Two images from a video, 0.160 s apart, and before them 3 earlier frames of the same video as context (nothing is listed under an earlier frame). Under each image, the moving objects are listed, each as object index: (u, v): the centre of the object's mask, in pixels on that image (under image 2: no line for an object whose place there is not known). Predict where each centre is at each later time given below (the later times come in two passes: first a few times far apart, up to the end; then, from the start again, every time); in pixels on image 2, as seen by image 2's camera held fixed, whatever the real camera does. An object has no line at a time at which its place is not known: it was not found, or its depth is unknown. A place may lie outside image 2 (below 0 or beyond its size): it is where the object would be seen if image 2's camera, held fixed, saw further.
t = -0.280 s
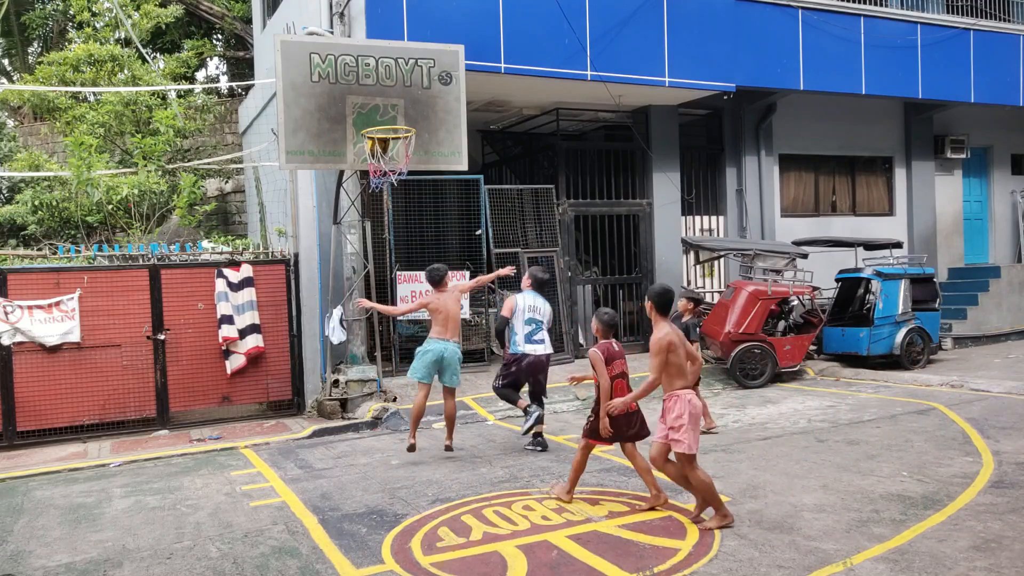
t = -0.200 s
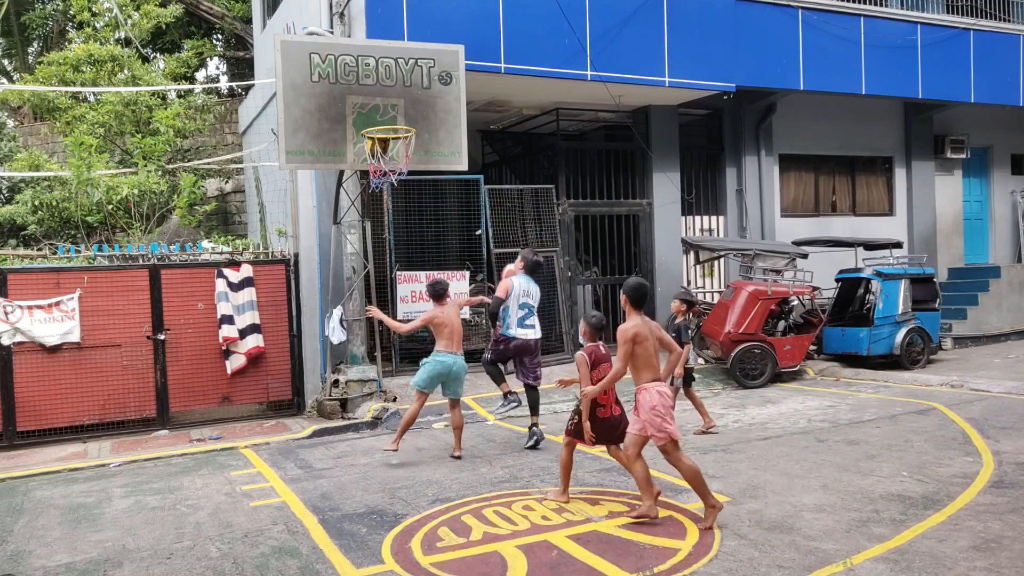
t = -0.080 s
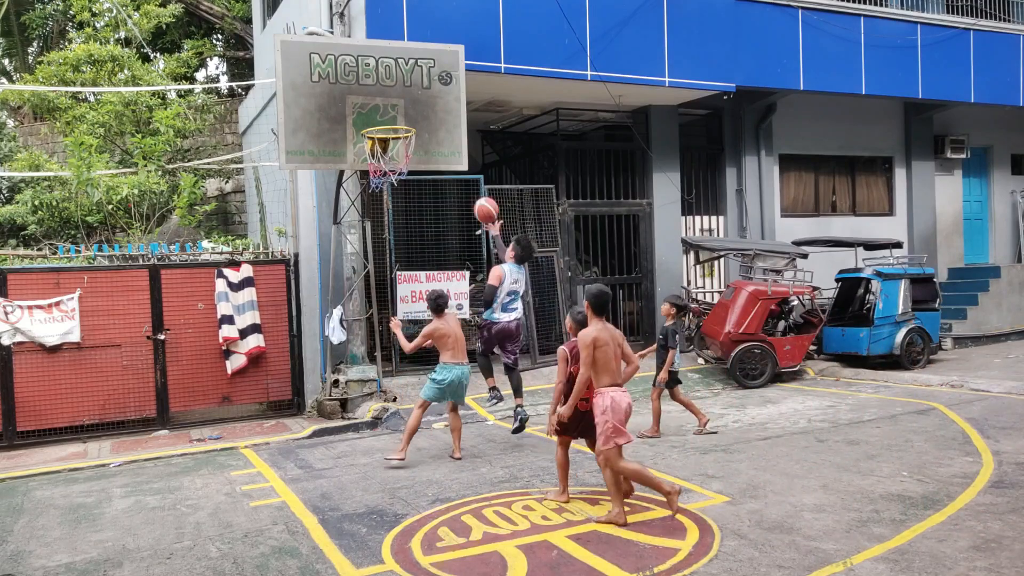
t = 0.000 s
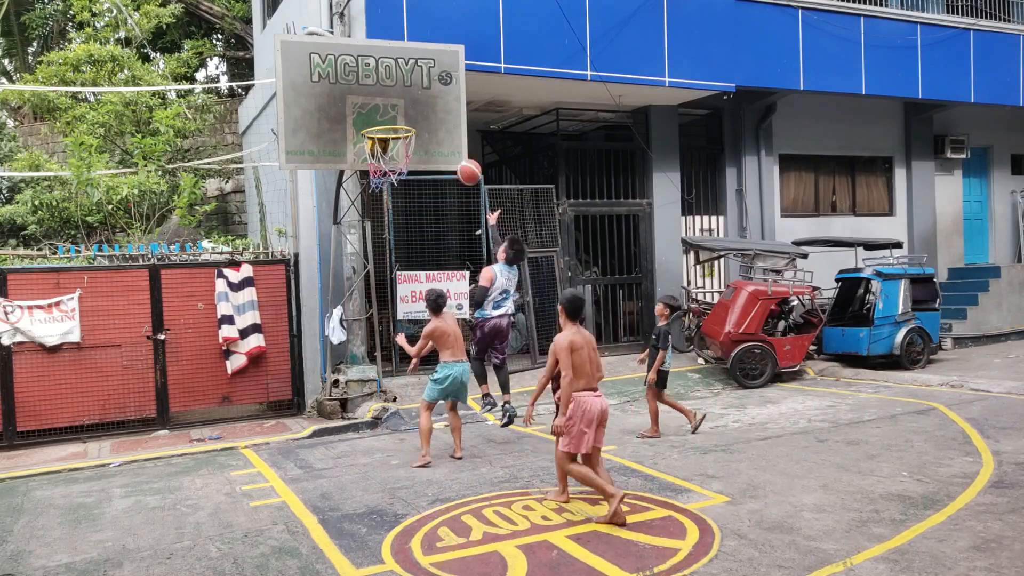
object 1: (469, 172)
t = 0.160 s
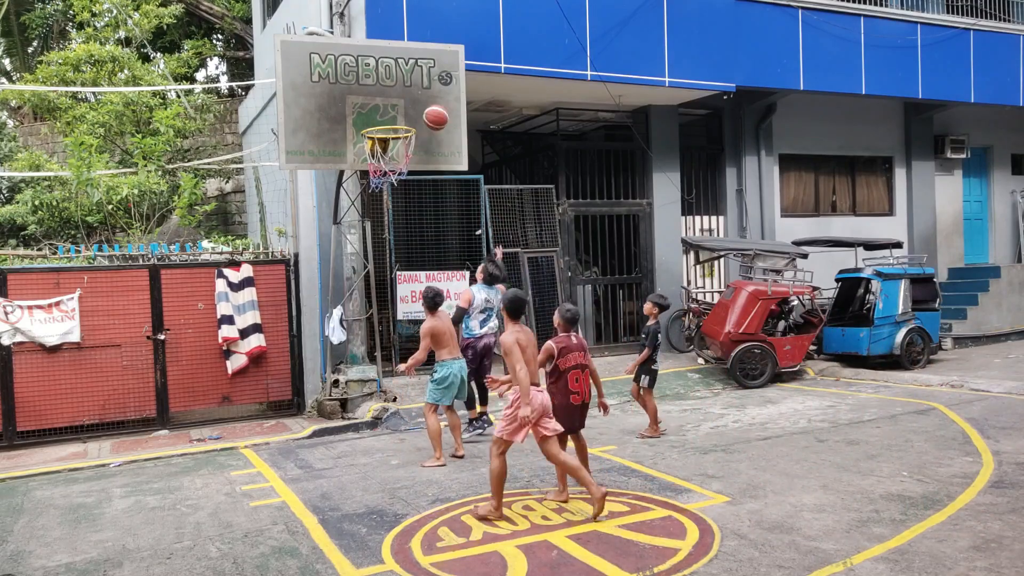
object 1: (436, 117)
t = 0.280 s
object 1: (412, 96)
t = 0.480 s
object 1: (391, 93)
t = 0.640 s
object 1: (377, 119)
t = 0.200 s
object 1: (428, 108)
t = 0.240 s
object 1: (420, 101)
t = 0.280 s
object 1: (412, 96)
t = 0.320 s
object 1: (404, 92)
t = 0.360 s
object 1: (400, 90)
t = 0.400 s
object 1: (397, 90)
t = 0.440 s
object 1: (393, 90)
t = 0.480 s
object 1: (391, 93)
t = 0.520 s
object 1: (387, 98)
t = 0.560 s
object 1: (384, 104)
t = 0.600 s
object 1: (380, 112)
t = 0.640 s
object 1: (377, 119)
